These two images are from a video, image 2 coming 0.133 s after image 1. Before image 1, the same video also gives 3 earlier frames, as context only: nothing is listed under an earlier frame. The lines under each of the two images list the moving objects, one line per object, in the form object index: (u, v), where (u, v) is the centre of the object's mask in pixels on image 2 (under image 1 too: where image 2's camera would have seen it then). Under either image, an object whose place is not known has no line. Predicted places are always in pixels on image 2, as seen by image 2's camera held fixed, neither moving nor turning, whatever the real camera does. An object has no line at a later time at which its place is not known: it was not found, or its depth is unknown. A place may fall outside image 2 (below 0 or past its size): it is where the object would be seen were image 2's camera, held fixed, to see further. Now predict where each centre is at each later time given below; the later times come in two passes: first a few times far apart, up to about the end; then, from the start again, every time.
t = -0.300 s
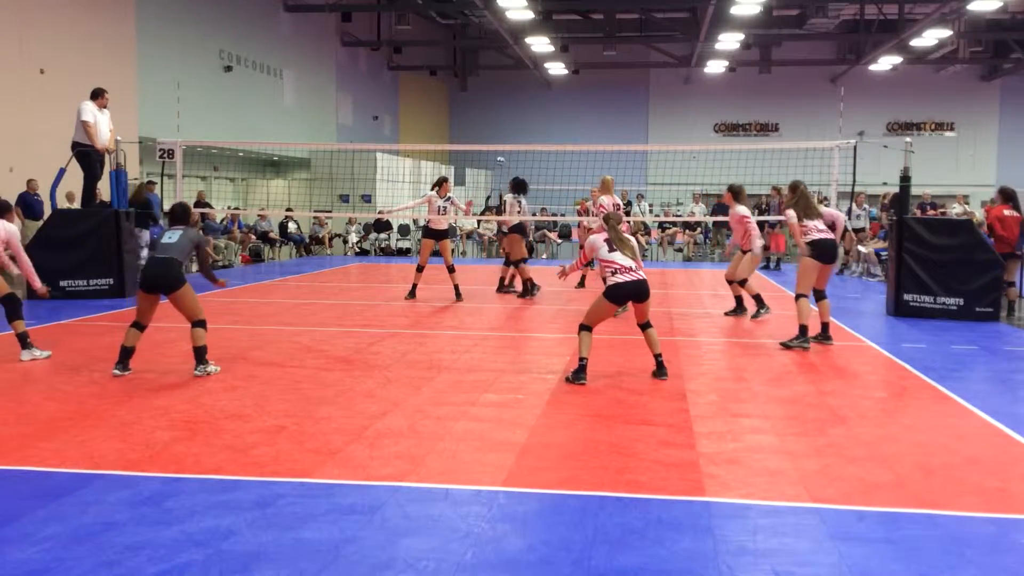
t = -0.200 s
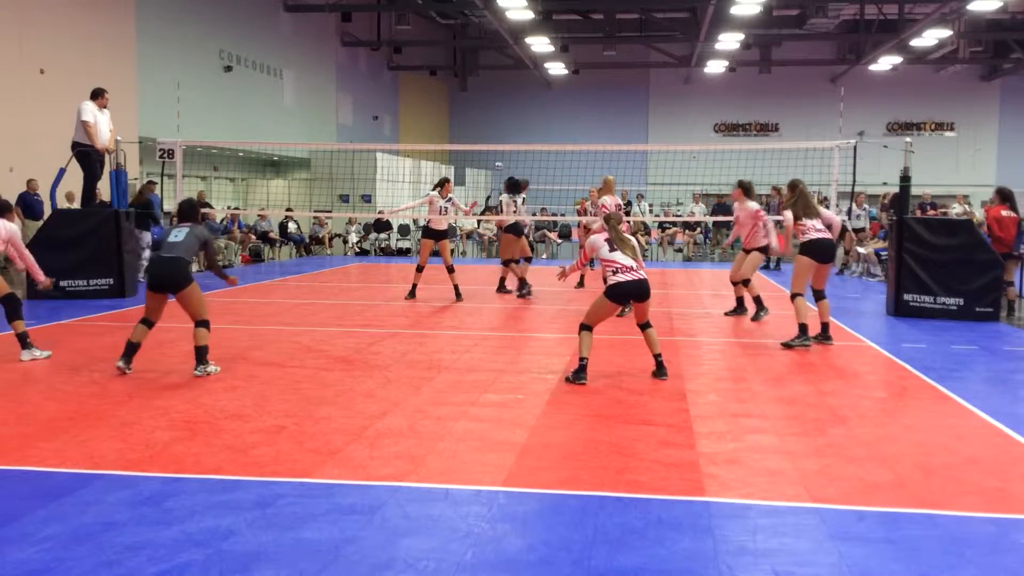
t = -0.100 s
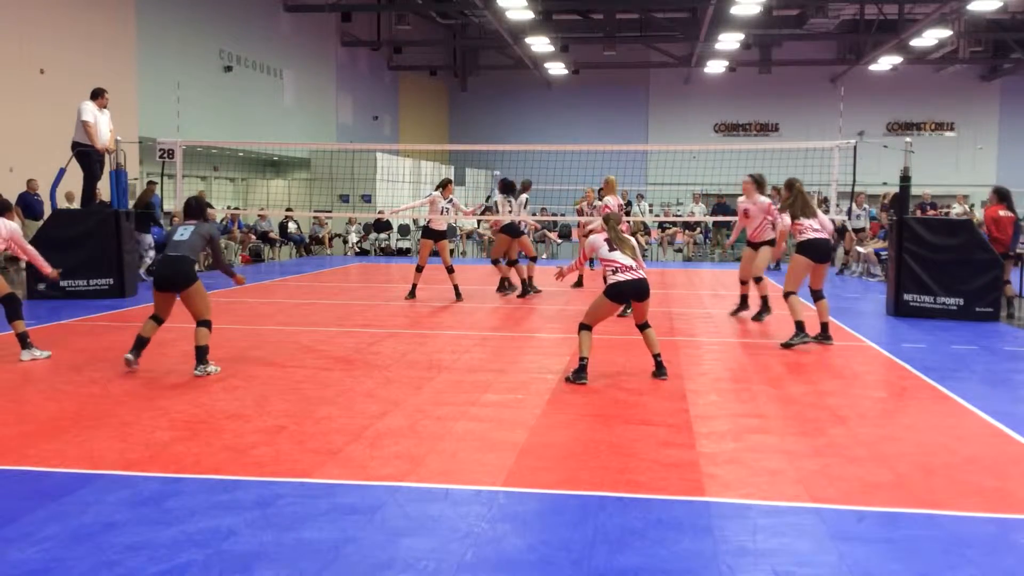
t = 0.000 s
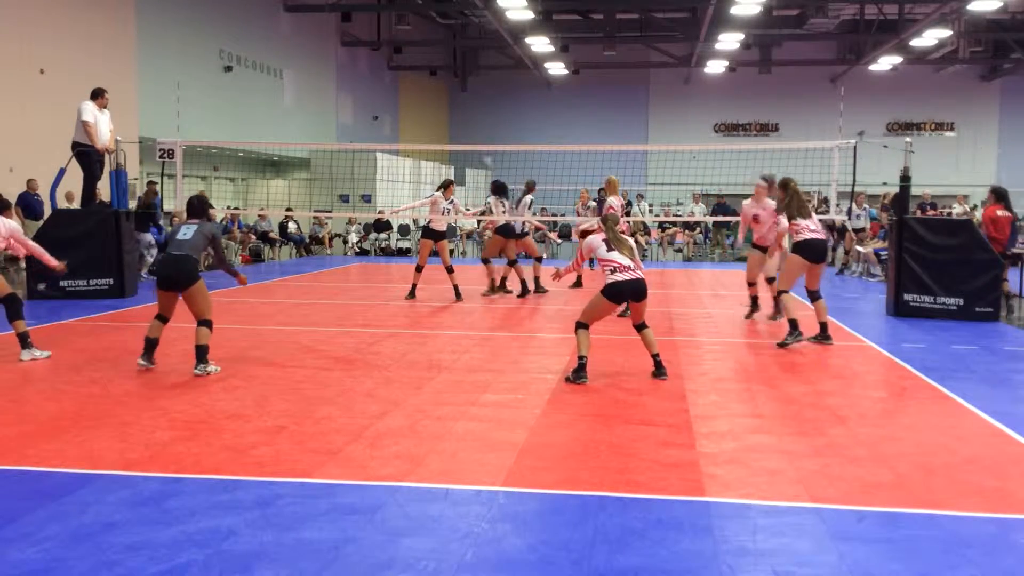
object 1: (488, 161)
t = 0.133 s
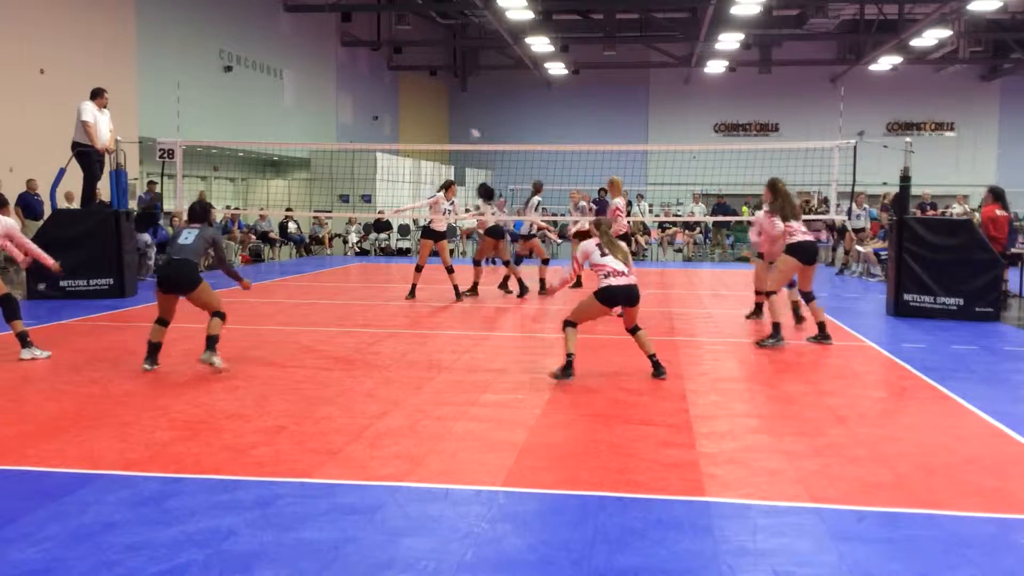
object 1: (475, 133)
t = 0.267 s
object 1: (462, 110)
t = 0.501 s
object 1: (436, 80)
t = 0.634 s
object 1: (418, 74)
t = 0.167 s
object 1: (472, 128)
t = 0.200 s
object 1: (468, 121)
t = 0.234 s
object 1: (465, 115)
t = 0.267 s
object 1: (462, 110)
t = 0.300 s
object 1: (459, 104)
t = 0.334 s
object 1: (456, 99)
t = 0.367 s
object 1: (451, 95)
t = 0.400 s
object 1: (447, 90)
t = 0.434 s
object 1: (444, 86)
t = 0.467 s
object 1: (440, 83)
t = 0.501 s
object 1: (436, 80)
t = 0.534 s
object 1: (432, 77)
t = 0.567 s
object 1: (428, 75)
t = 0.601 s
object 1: (423, 74)
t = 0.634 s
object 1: (418, 74)
